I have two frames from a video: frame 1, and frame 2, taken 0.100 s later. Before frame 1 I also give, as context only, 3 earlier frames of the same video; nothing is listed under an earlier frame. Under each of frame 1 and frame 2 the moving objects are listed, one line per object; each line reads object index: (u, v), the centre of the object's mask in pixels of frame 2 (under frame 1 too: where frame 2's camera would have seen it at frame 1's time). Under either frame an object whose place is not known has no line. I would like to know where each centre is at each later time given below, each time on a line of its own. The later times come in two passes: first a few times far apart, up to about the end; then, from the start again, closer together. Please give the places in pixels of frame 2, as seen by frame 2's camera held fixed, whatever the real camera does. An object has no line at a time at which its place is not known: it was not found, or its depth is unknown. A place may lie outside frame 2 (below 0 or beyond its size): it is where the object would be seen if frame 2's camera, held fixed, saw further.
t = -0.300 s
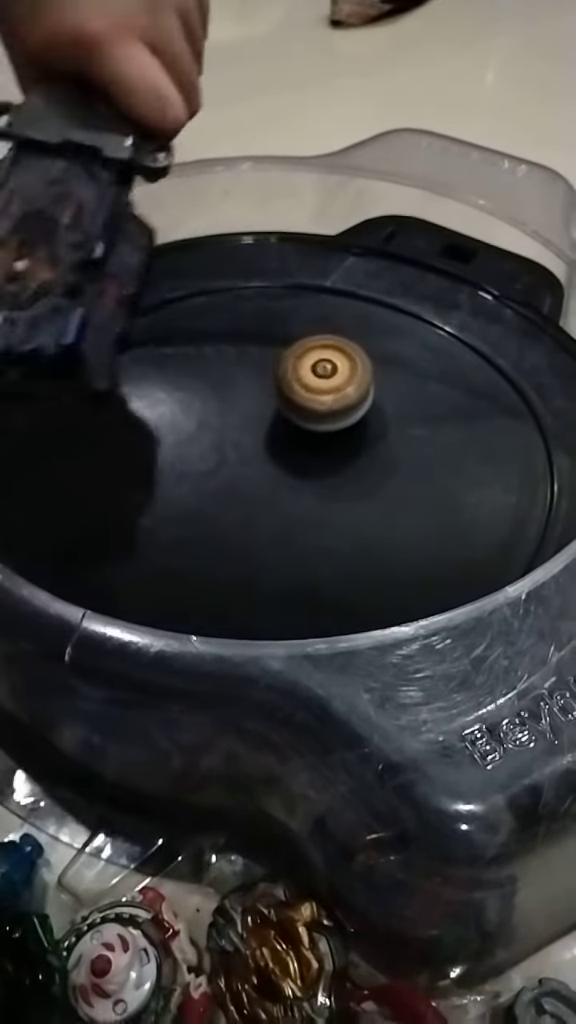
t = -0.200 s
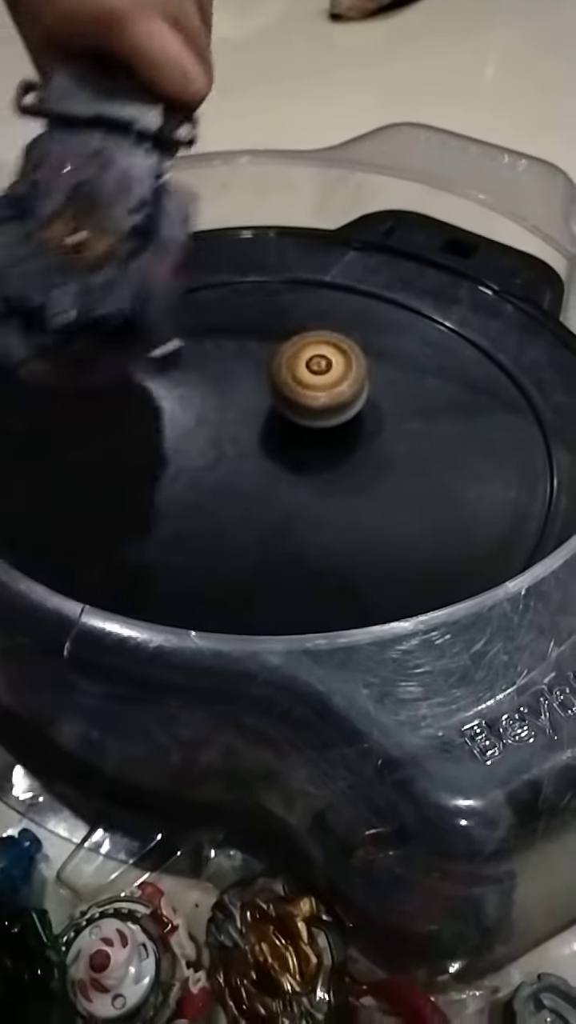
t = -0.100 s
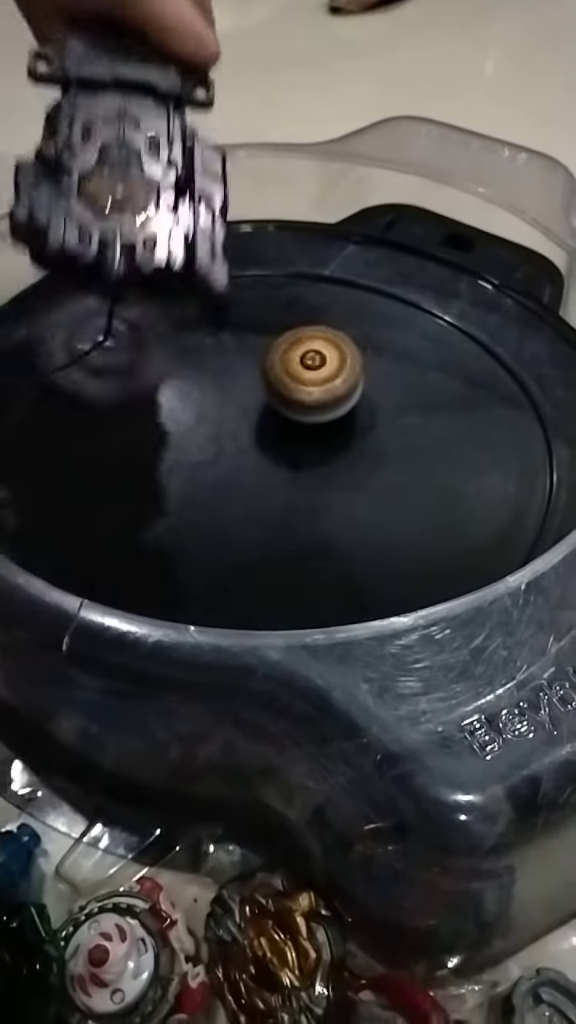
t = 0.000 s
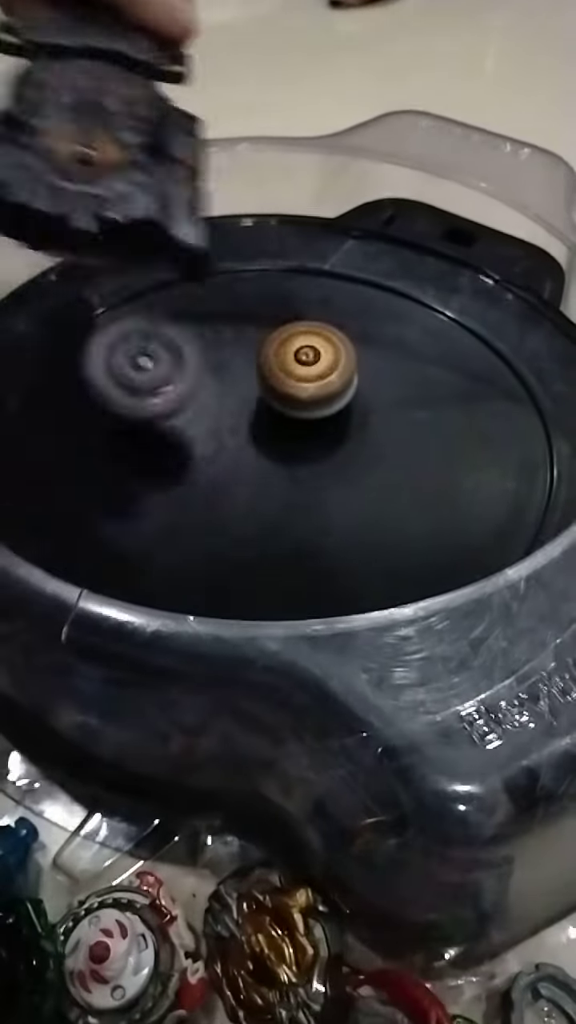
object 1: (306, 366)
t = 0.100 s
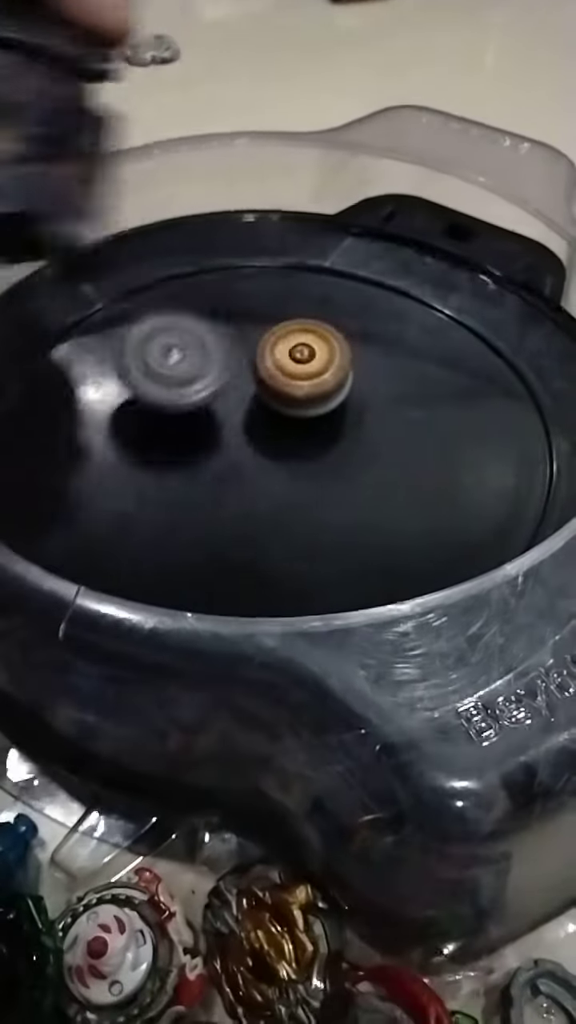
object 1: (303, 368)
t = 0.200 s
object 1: (307, 367)
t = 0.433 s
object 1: (342, 366)
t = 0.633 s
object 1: (350, 373)
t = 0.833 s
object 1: (346, 386)
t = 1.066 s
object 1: (333, 402)
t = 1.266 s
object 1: (317, 415)
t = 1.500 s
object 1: (292, 429)
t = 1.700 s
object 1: (267, 437)
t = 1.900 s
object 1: (240, 440)
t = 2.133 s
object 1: (209, 440)
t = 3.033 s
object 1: (209, 525)
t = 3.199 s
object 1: (205, 540)
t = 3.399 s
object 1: (188, 549)
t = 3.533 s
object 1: (173, 552)
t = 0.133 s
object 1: (302, 367)
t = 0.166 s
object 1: (301, 367)
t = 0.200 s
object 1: (307, 367)
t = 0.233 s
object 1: (313, 366)
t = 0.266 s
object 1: (319, 366)
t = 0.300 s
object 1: (325, 366)
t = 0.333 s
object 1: (331, 365)
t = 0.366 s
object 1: (335, 365)
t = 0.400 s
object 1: (338, 365)
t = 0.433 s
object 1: (342, 366)
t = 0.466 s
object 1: (345, 367)
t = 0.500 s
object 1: (347, 367)
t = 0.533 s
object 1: (348, 368)
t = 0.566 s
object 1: (349, 369)
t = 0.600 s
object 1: (350, 371)
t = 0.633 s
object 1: (350, 373)
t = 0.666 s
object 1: (350, 375)
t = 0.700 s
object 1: (349, 377)
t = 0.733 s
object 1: (348, 379)
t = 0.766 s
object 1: (348, 381)
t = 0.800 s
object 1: (347, 384)
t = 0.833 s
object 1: (346, 386)
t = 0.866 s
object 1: (344, 388)
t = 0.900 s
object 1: (343, 391)
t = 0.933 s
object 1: (342, 393)
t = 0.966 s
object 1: (340, 395)
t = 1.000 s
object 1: (338, 398)
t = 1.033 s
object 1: (336, 400)
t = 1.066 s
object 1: (333, 402)
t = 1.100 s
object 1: (331, 404)
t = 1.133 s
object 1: (328, 406)
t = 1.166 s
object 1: (325, 409)
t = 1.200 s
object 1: (323, 411)
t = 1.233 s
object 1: (319, 413)
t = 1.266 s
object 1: (317, 415)
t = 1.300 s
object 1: (313, 417)
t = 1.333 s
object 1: (309, 419)
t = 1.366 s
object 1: (306, 421)
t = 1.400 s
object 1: (303, 423)
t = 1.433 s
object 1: (299, 425)
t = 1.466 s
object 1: (295, 427)
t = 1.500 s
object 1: (292, 429)
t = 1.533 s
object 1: (288, 430)
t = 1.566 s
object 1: (284, 432)
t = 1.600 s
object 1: (280, 433)
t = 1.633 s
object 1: (276, 434)
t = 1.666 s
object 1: (271, 436)
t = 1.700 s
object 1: (267, 437)
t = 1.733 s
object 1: (263, 437)
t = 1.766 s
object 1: (259, 438)
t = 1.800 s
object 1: (254, 439)
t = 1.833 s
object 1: (250, 440)
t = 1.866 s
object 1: (245, 440)
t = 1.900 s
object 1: (240, 440)
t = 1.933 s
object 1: (235, 440)
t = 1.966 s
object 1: (231, 440)
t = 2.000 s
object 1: (227, 440)
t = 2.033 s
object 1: (223, 440)
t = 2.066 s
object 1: (219, 440)
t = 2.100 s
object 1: (215, 440)
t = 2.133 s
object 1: (209, 440)
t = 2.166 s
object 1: (205, 439)
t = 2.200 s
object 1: (201, 438)
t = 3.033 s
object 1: (209, 525)
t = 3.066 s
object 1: (209, 529)
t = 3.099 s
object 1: (208, 532)
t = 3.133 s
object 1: (208, 534)
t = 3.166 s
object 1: (206, 537)
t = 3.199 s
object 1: (205, 540)
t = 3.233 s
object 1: (203, 542)
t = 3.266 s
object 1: (200, 544)
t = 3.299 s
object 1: (198, 545)
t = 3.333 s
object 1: (195, 547)
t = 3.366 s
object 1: (192, 548)
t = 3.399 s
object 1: (188, 549)
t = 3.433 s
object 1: (184, 550)
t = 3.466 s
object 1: (181, 551)
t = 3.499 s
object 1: (177, 552)
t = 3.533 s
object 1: (173, 552)
